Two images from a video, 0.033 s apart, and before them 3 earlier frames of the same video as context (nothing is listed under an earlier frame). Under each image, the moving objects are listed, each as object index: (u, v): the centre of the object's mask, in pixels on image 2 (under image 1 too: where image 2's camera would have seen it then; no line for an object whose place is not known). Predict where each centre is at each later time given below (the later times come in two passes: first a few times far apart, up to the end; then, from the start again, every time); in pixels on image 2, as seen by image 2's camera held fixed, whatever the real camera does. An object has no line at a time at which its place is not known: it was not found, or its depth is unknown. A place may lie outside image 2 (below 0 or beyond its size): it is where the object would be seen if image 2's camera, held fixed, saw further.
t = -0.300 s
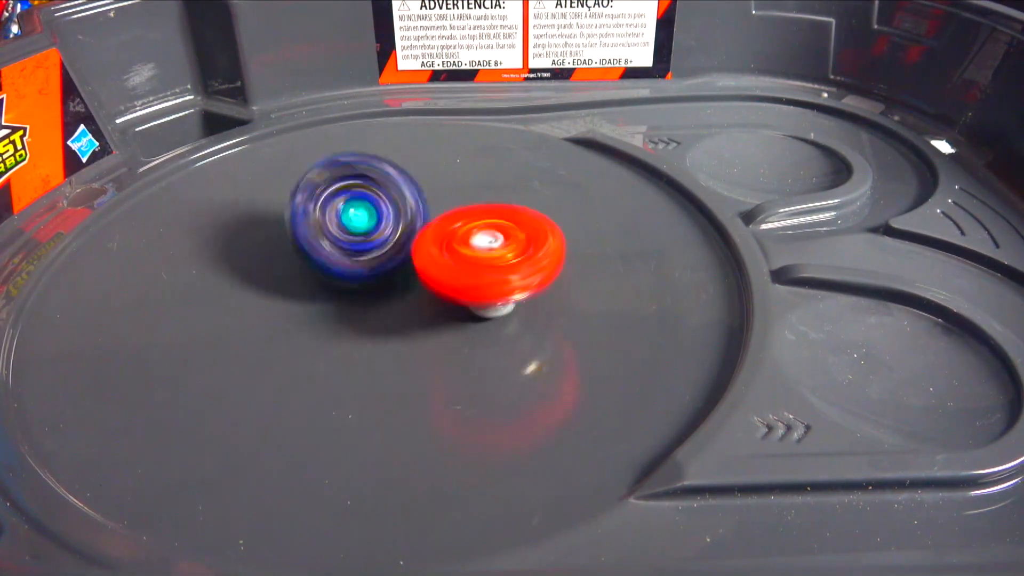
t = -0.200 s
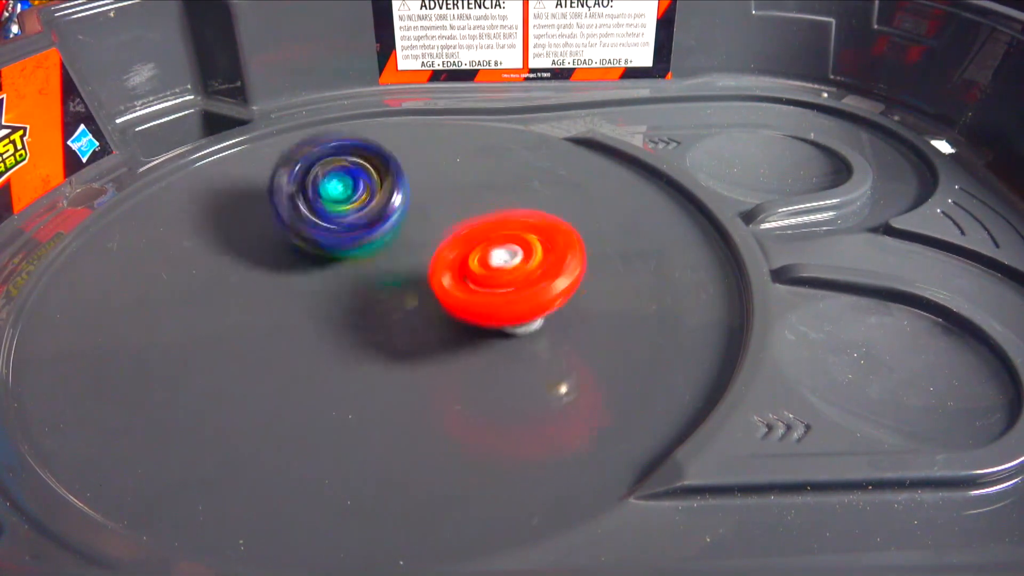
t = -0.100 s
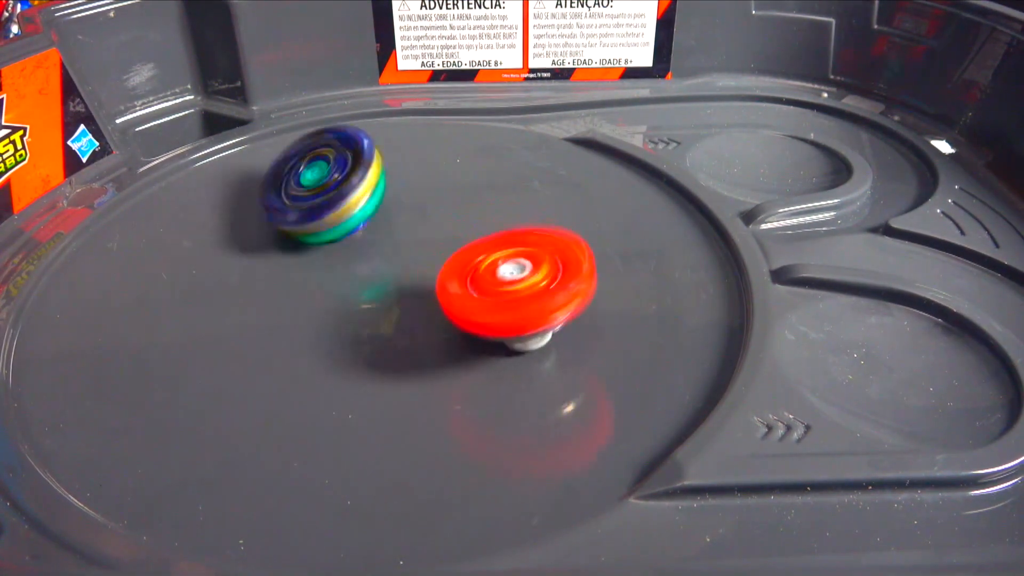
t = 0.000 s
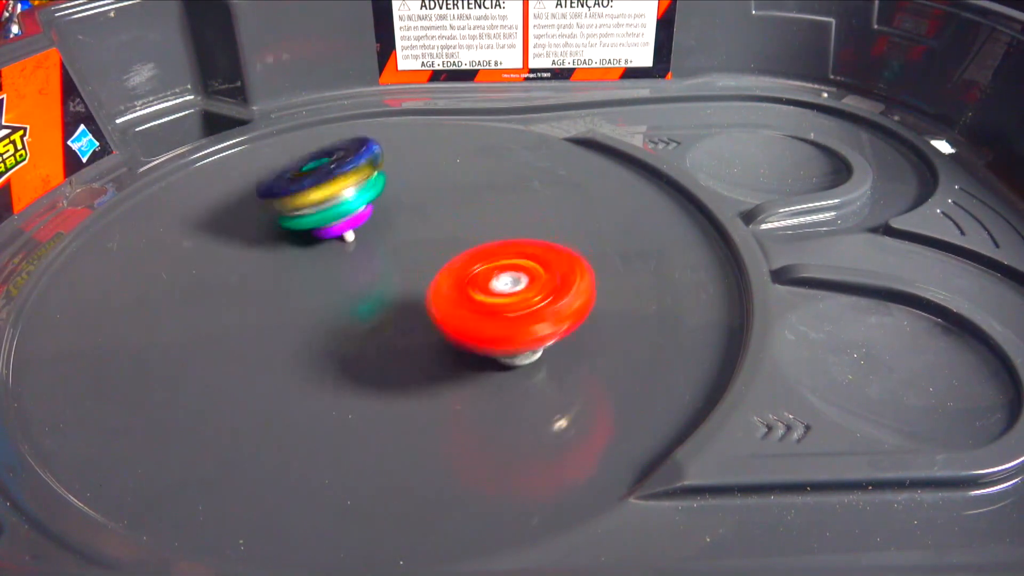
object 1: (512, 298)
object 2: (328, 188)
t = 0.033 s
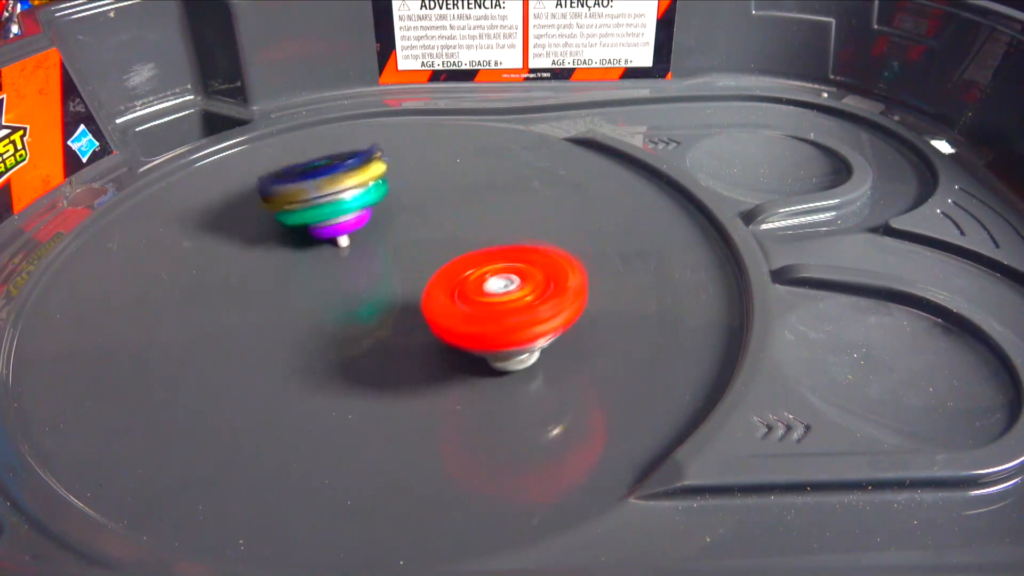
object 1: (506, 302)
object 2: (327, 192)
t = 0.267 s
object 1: (446, 299)
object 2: (363, 207)
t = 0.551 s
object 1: (334, 313)
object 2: (518, 185)
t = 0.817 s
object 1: (386, 248)
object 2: (545, 223)
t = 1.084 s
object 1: (373, 244)
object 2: (518, 248)
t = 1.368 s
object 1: (371, 240)
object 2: (513, 252)
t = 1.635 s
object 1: (379, 247)
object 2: (512, 253)
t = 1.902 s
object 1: (375, 270)
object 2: (511, 253)
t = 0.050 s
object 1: (502, 303)
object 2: (332, 194)
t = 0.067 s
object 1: (502, 303)
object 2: (331, 194)
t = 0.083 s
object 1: (492, 305)
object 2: (333, 196)
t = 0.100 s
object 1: (491, 305)
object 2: (334, 197)
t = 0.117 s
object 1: (482, 306)
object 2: (340, 197)
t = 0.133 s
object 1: (482, 306)
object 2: (341, 196)
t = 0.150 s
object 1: (474, 305)
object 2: (347, 197)
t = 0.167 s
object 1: (474, 305)
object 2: (349, 196)
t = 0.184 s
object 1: (464, 305)
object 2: (355, 198)
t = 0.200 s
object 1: (462, 304)
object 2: (357, 200)
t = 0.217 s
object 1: (454, 303)
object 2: (361, 204)
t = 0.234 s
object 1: (453, 302)
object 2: (362, 207)
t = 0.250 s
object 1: (447, 300)
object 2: (362, 206)
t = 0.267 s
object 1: (446, 299)
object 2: (363, 207)
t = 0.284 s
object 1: (440, 297)
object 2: (363, 210)
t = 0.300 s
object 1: (440, 296)
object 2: (363, 211)
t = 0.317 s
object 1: (424, 297)
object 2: (368, 210)
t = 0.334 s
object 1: (423, 298)
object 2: (374, 209)
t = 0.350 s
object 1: (406, 308)
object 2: (392, 204)
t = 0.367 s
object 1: (405, 314)
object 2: (401, 209)
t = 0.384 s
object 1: (385, 326)
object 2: (420, 211)
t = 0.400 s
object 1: (382, 327)
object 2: (427, 212)
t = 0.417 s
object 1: (365, 327)
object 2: (442, 209)
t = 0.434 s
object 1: (364, 327)
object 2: (450, 206)
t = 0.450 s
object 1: (353, 328)
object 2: (466, 201)
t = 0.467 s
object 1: (351, 328)
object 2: (470, 201)
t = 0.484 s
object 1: (343, 330)
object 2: (484, 199)
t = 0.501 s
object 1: (343, 330)
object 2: (490, 197)
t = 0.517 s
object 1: (337, 320)
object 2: (501, 190)
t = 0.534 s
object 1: (337, 319)
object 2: (506, 189)
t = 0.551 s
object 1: (334, 313)
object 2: (518, 185)
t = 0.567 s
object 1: (334, 312)
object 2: (523, 184)
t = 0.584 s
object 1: (336, 305)
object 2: (532, 183)
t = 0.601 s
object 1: (336, 303)
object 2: (535, 185)
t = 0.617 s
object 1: (337, 295)
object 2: (541, 188)
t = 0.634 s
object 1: (338, 294)
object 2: (543, 187)
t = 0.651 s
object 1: (344, 286)
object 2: (547, 187)
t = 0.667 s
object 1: (343, 286)
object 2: (550, 189)
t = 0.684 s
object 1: (347, 276)
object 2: (554, 191)
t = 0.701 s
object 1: (347, 276)
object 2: (558, 193)
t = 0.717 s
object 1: (356, 268)
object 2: (561, 198)
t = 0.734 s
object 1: (356, 268)
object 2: (561, 199)
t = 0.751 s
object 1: (364, 259)
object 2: (560, 204)
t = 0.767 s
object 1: (365, 258)
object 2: (560, 207)
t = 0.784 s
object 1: (376, 252)
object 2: (555, 211)
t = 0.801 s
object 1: (377, 252)
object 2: (552, 216)
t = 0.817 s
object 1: (386, 248)
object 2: (545, 223)
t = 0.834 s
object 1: (386, 247)
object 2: (541, 224)
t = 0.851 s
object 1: (390, 243)
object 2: (534, 228)
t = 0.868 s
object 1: (390, 242)
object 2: (535, 228)
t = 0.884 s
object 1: (381, 241)
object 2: (535, 235)
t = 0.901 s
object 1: (380, 241)
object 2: (535, 235)
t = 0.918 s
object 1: (372, 241)
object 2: (534, 238)
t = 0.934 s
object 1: (371, 242)
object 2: (534, 237)
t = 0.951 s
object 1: (370, 244)
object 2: (534, 238)
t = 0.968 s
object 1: (370, 244)
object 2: (533, 239)
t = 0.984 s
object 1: (369, 245)
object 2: (532, 241)
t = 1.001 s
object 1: (369, 245)
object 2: (530, 242)
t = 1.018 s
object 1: (368, 244)
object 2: (528, 243)
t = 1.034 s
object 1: (369, 244)
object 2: (525, 244)
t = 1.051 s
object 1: (373, 243)
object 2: (522, 246)
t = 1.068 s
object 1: (373, 243)
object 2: (520, 247)
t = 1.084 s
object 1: (373, 244)
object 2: (518, 248)
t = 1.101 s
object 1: (373, 244)
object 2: (517, 248)
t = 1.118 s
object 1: (369, 245)
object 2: (516, 249)
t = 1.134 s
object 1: (369, 245)
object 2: (515, 249)
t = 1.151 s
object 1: (365, 244)
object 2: (515, 249)
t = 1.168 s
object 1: (365, 244)
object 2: (514, 249)
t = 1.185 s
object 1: (366, 243)
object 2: (514, 249)
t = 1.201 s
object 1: (366, 245)
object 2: (514, 249)
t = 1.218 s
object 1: (370, 248)
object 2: (514, 249)
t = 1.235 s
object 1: (370, 248)
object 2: (514, 249)
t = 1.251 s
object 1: (370, 249)
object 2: (514, 249)
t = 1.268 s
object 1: (371, 250)
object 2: (515, 249)
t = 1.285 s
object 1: (372, 249)
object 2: (515, 249)
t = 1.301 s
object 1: (372, 249)
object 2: (516, 250)
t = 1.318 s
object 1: (371, 246)
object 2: (516, 251)
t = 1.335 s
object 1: (371, 245)
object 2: (515, 252)
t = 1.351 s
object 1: (371, 241)
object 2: (514, 252)
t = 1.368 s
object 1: (371, 240)
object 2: (513, 252)
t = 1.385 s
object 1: (372, 236)
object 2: (513, 252)
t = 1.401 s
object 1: (373, 236)
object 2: (512, 252)
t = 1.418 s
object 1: (376, 234)
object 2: (512, 252)
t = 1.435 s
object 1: (376, 233)
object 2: (512, 252)
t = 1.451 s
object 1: (377, 234)
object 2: (512, 252)
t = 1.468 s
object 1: (377, 234)
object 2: (512, 252)
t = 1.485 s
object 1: (377, 236)
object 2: (512, 252)
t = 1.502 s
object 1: (377, 236)
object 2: (512, 252)
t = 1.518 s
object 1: (376, 238)
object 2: (512, 252)
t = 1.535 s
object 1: (376, 238)
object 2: (512, 252)
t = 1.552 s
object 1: (376, 242)
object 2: (512, 253)
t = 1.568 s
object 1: (376, 242)
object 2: (512, 253)
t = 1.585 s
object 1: (377, 244)
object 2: (512, 252)
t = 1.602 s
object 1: (377, 244)
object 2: (512, 253)
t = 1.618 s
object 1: (378, 246)
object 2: (512, 253)
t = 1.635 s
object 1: (379, 247)
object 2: (512, 253)
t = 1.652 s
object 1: (384, 249)
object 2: (512, 253)
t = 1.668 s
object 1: (386, 250)
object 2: (512, 253)
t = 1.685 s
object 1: (389, 253)
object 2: (512, 253)
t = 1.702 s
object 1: (390, 254)
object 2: (511, 253)
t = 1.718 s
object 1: (392, 257)
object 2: (511, 253)
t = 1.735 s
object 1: (393, 258)
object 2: (511, 253)
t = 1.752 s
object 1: (393, 262)
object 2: (511, 253)
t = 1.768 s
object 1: (393, 263)
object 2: (511, 253)
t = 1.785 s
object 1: (389, 266)
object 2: (511, 253)
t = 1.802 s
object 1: (389, 267)
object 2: (511, 253)
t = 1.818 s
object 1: (386, 267)
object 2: (511, 253)
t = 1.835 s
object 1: (386, 268)
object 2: (511, 253)
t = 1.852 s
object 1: (382, 268)
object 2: (511, 253)
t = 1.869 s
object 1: (381, 268)
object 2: (511, 253)
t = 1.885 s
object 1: (377, 269)
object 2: (511, 253)
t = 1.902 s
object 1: (375, 270)
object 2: (511, 253)
